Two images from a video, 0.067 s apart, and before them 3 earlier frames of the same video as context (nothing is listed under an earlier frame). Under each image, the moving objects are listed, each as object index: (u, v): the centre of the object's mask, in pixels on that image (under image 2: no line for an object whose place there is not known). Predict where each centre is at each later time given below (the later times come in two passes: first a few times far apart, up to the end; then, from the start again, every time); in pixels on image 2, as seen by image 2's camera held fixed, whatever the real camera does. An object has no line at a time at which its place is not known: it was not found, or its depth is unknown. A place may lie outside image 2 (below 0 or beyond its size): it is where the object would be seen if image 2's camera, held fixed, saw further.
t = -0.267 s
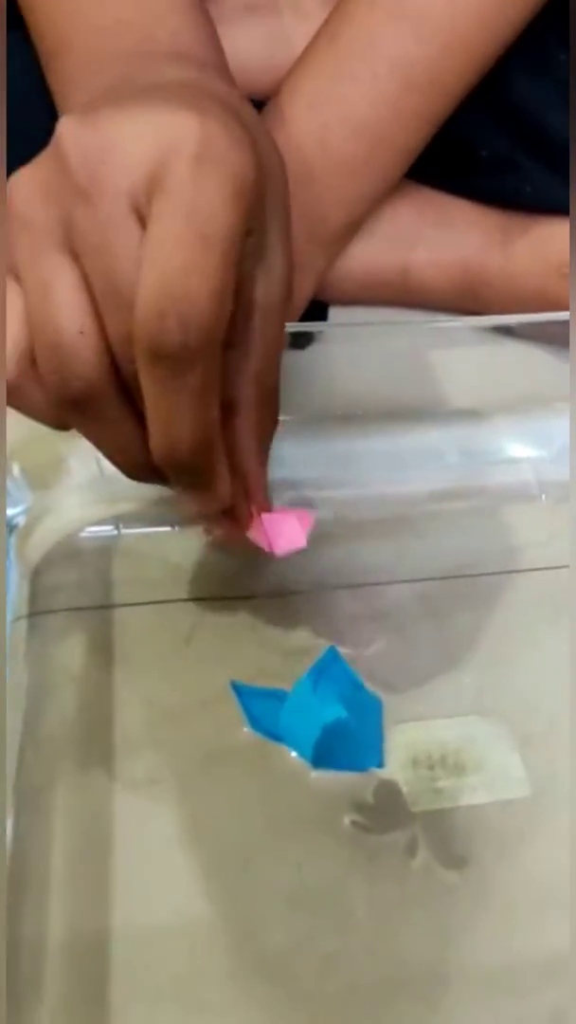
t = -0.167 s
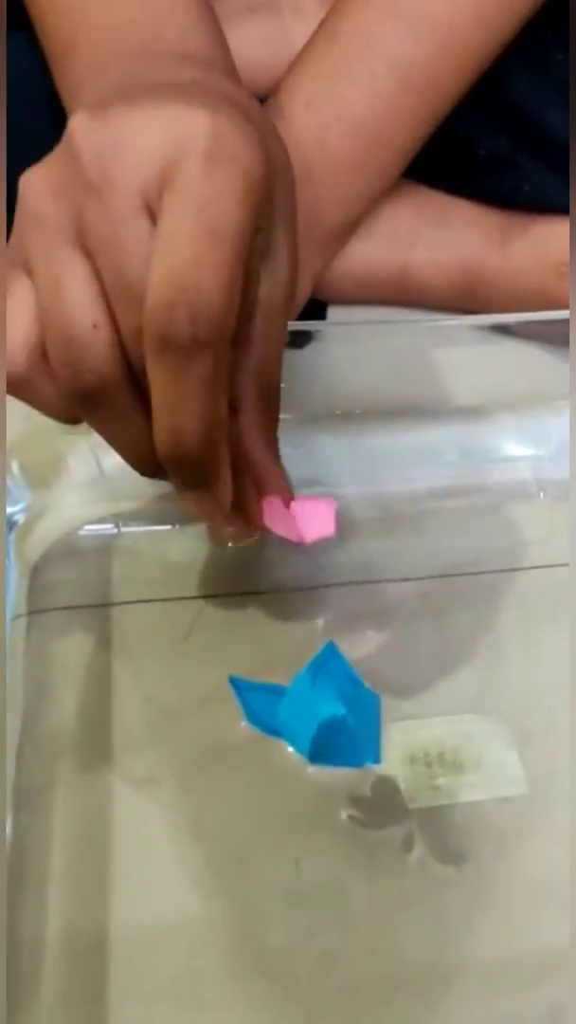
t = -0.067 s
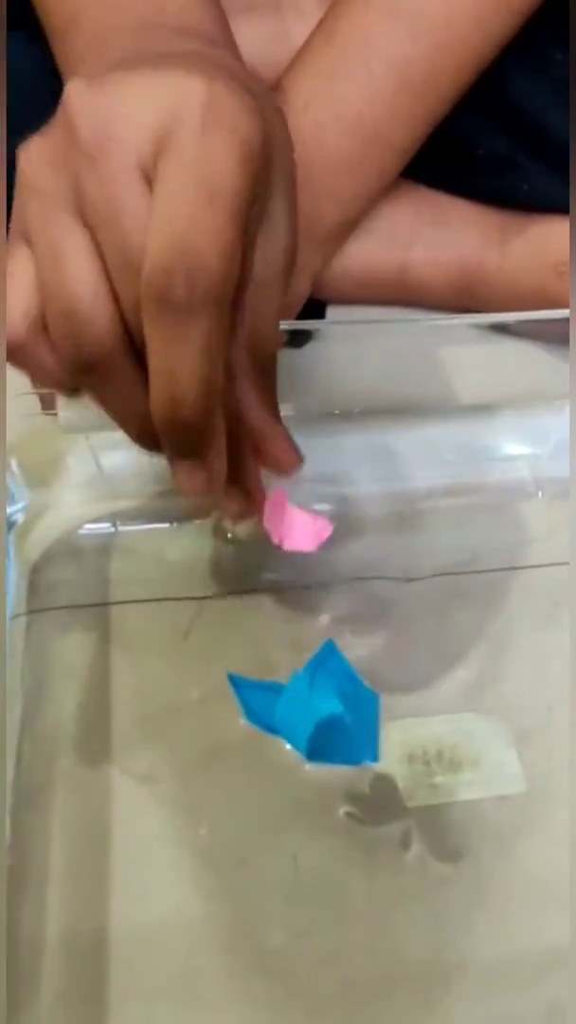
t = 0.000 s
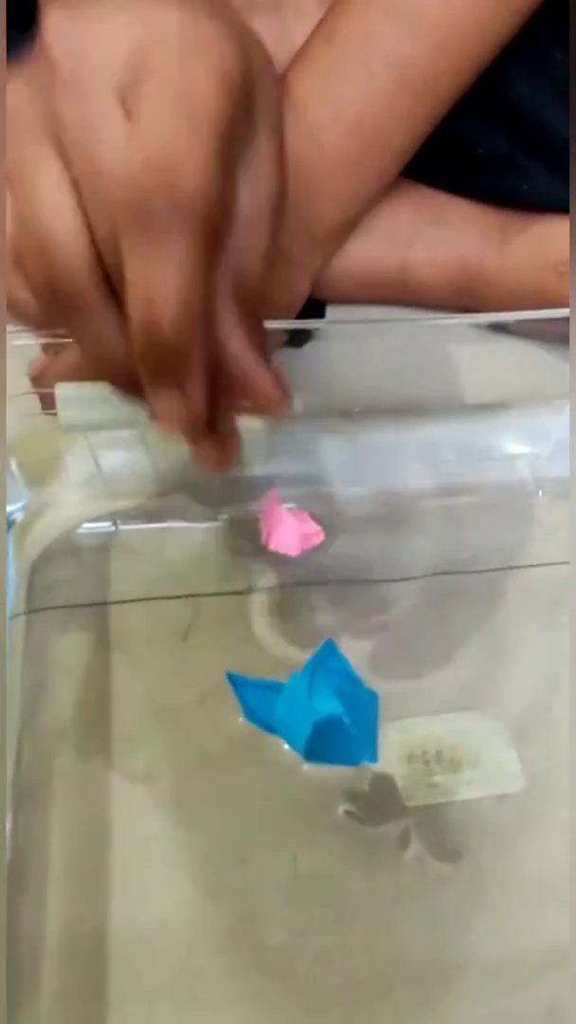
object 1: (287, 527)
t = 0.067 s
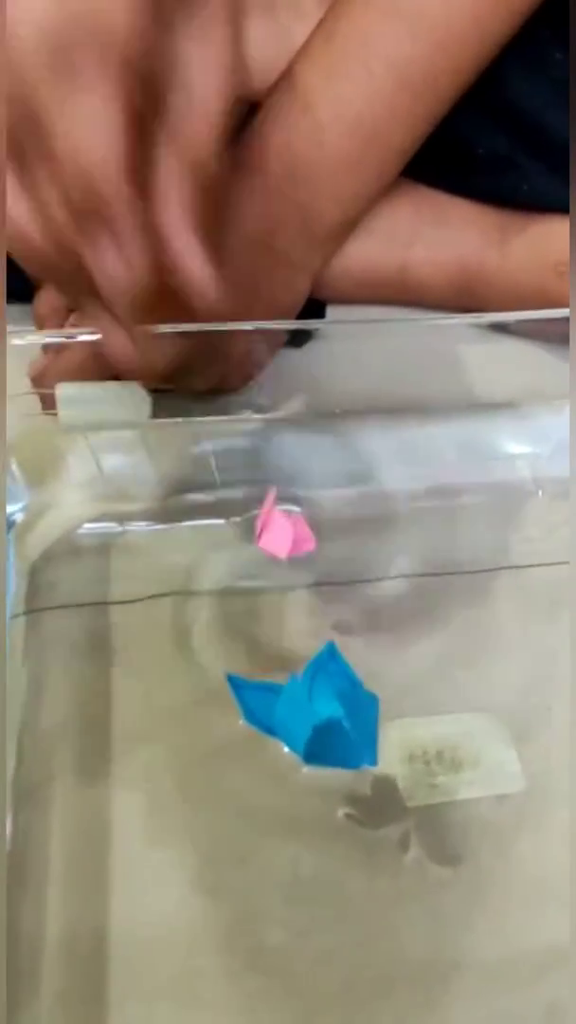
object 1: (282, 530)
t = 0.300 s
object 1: (278, 537)
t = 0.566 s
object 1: (274, 533)
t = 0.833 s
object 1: (271, 534)
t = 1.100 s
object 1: (271, 530)
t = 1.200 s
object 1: (271, 531)
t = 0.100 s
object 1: (281, 531)
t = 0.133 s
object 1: (282, 533)
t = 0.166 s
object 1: (280, 535)
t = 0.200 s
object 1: (280, 538)
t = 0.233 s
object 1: (279, 538)
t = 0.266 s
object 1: (278, 537)
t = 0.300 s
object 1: (278, 537)
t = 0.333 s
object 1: (277, 537)
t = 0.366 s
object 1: (276, 536)
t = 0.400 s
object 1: (275, 536)
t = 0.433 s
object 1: (275, 535)
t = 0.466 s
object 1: (274, 534)
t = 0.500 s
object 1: (274, 533)
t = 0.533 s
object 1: (274, 533)
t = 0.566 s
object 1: (274, 533)
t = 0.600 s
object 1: (274, 533)
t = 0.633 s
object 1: (274, 533)
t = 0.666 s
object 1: (273, 533)
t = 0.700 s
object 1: (273, 534)
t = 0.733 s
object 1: (273, 534)
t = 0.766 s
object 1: (273, 534)
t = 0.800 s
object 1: (272, 535)
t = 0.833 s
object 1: (271, 534)
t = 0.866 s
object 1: (271, 534)
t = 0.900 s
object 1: (271, 534)
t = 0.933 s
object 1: (271, 533)
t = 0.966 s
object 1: (271, 532)
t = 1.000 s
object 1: (270, 532)
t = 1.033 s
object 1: (270, 532)
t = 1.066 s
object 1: (271, 531)
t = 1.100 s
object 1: (271, 530)
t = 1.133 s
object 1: (271, 530)
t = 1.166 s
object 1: (271, 531)
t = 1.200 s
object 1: (271, 531)
